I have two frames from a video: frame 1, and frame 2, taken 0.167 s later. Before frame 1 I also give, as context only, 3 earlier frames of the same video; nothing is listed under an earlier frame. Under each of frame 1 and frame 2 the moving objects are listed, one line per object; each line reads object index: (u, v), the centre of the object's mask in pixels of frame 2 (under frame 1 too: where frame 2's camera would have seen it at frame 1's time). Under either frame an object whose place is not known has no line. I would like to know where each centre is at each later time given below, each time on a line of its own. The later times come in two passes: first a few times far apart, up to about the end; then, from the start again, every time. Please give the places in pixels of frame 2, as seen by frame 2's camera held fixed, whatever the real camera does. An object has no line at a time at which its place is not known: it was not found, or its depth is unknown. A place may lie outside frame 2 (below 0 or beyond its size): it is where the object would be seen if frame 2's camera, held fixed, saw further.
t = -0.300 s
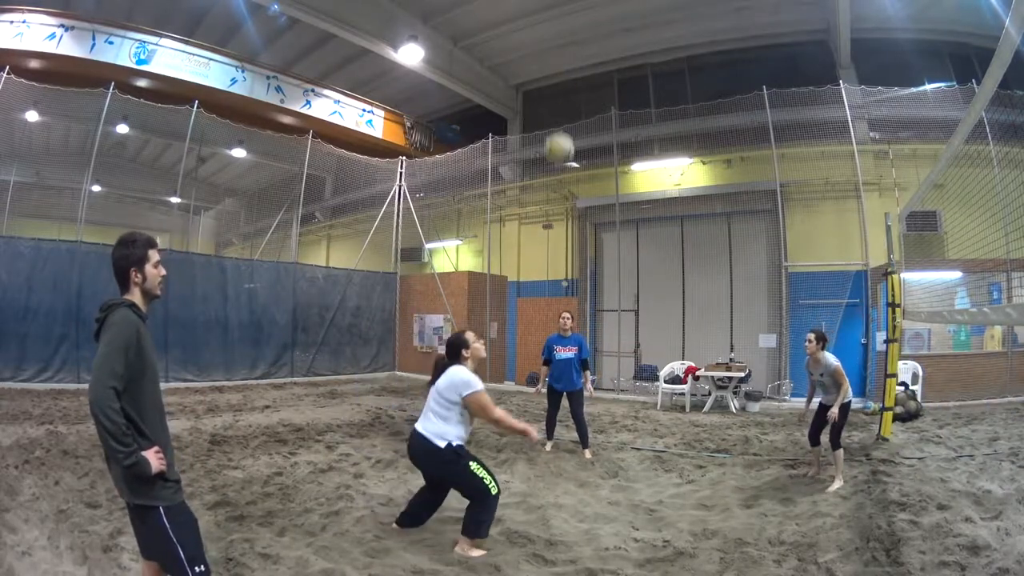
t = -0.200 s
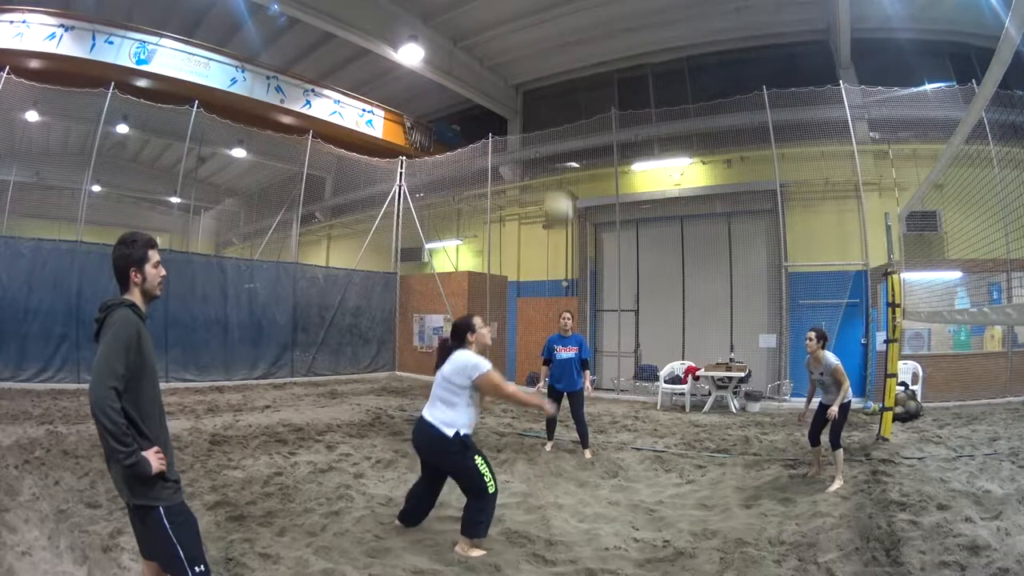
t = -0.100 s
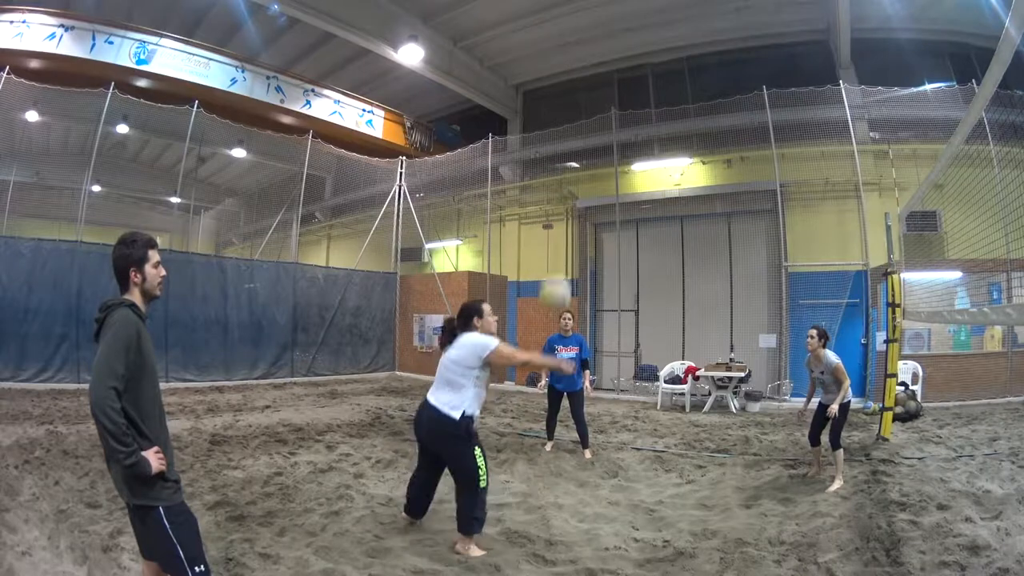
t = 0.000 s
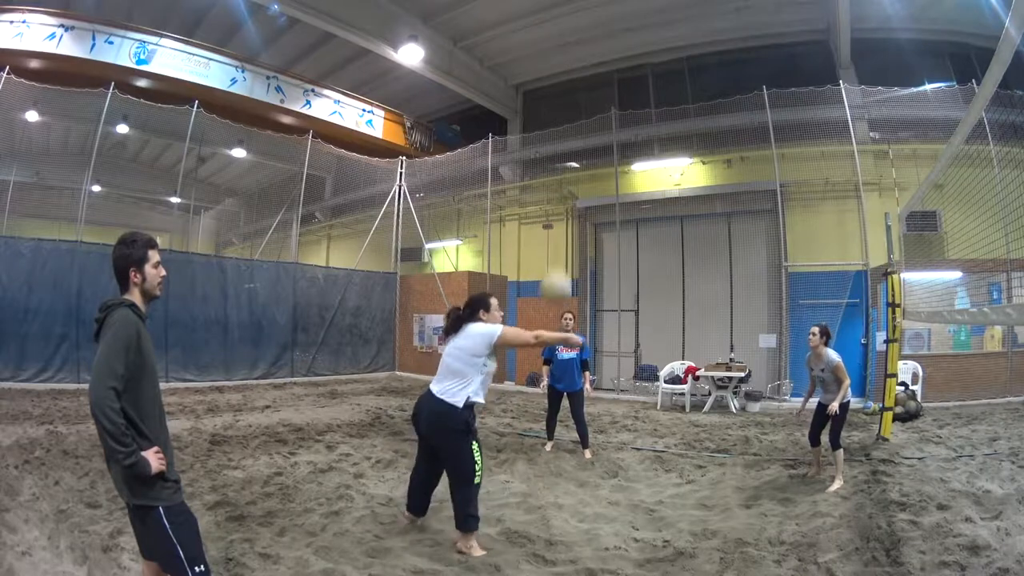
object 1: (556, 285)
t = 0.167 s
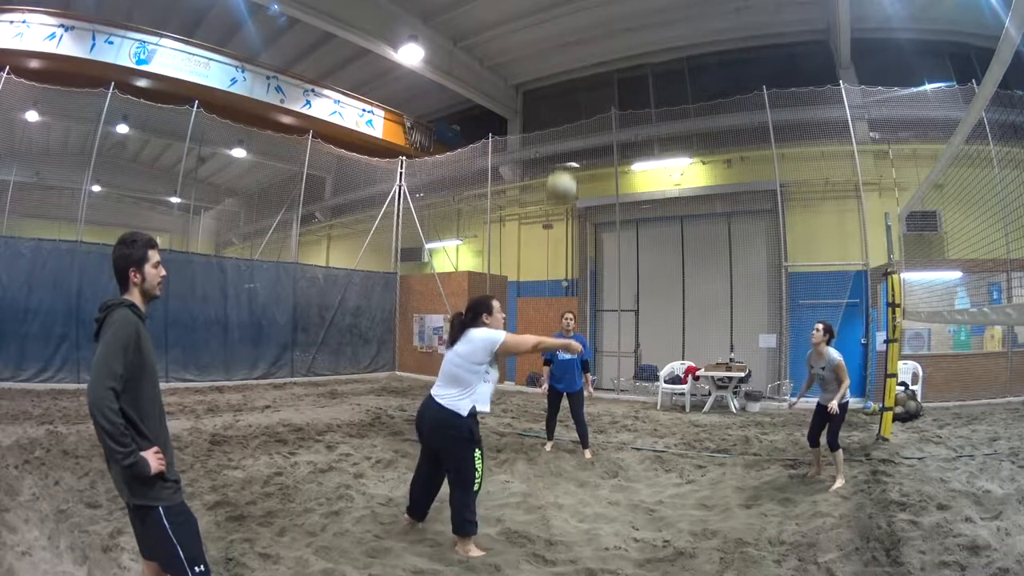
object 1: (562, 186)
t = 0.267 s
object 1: (564, 151)
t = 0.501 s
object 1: (571, 121)
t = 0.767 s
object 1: (578, 157)
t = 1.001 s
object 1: (588, 258)
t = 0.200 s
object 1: (562, 172)
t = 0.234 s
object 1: (563, 159)
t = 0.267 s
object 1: (564, 151)
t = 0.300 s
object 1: (565, 142)
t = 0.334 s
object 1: (566, 133)
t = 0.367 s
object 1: (567, 129)
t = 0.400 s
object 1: (568, 125)
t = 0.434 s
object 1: (569, 124)
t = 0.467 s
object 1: (569, 121)
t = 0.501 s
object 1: (571, 121)
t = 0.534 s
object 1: (571, 121)
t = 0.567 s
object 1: (573, 122)
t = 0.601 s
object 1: (574, 125)
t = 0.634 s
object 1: (574, 128)
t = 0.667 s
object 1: (576, 133)
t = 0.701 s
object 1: (576, 141)
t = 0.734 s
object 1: (578, 148)
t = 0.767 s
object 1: (578, 157)
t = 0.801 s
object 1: (581, 167)
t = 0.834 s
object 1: (582, 180)
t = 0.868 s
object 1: (583, 192)
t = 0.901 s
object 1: (585, 206)
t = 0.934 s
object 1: (586, 223)
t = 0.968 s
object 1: (587, 240)
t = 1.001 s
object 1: (588, 258)
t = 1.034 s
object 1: (588, 279)
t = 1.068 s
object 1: (588, 299)
